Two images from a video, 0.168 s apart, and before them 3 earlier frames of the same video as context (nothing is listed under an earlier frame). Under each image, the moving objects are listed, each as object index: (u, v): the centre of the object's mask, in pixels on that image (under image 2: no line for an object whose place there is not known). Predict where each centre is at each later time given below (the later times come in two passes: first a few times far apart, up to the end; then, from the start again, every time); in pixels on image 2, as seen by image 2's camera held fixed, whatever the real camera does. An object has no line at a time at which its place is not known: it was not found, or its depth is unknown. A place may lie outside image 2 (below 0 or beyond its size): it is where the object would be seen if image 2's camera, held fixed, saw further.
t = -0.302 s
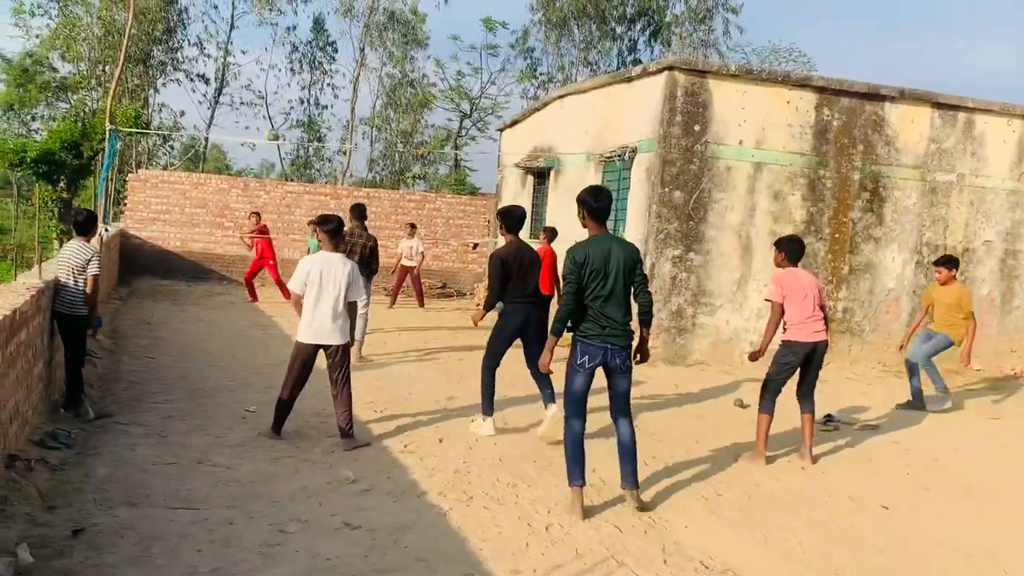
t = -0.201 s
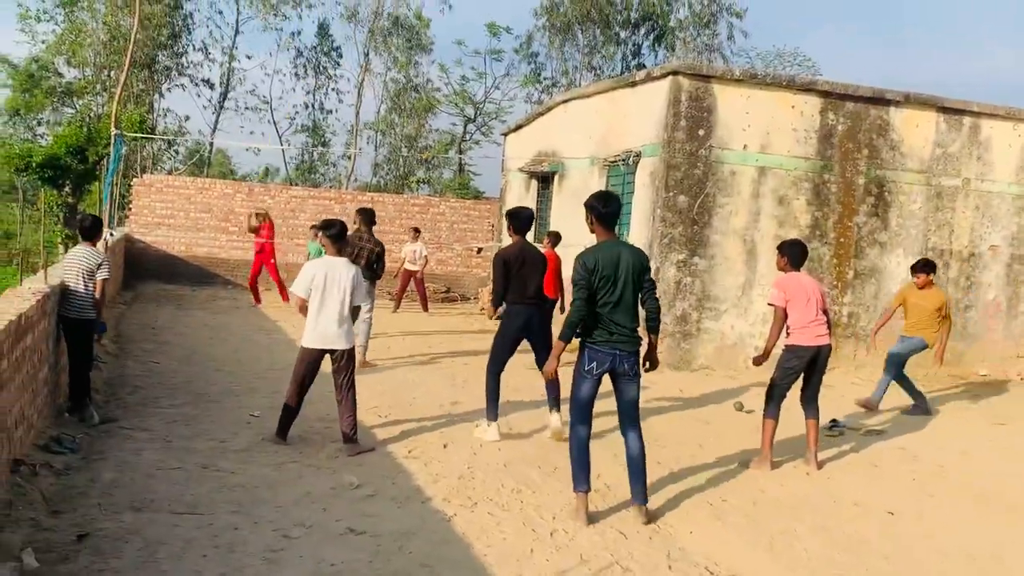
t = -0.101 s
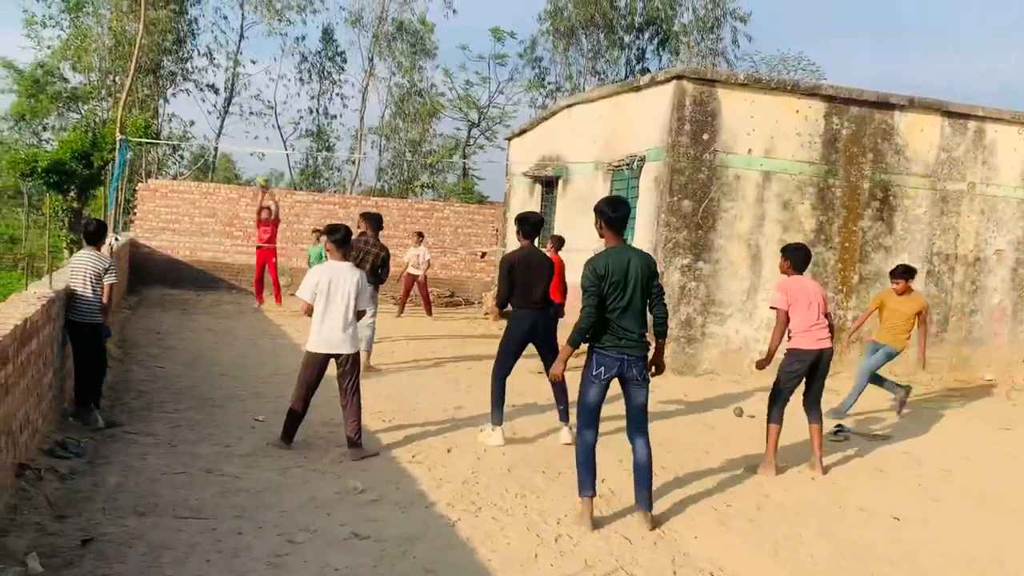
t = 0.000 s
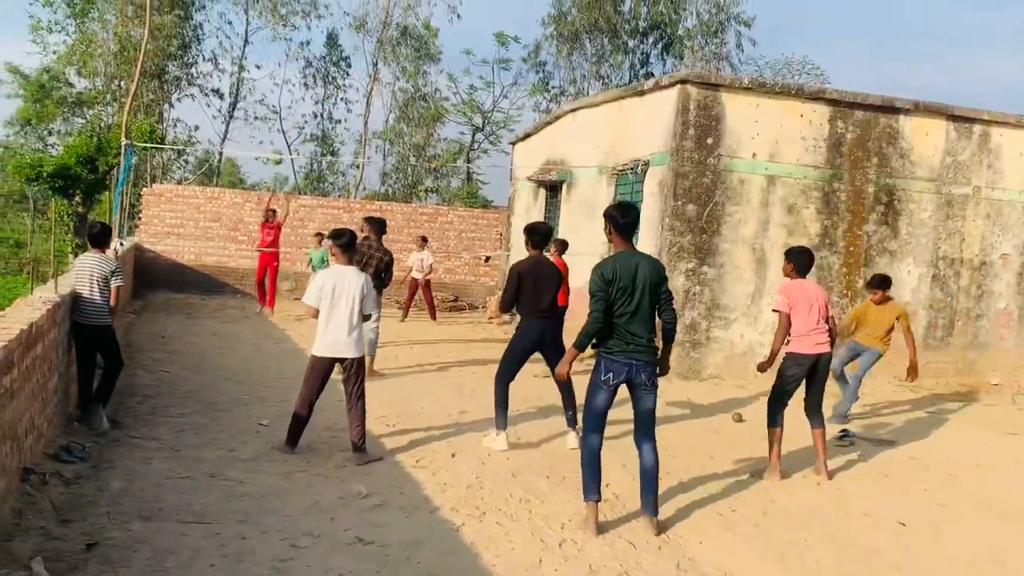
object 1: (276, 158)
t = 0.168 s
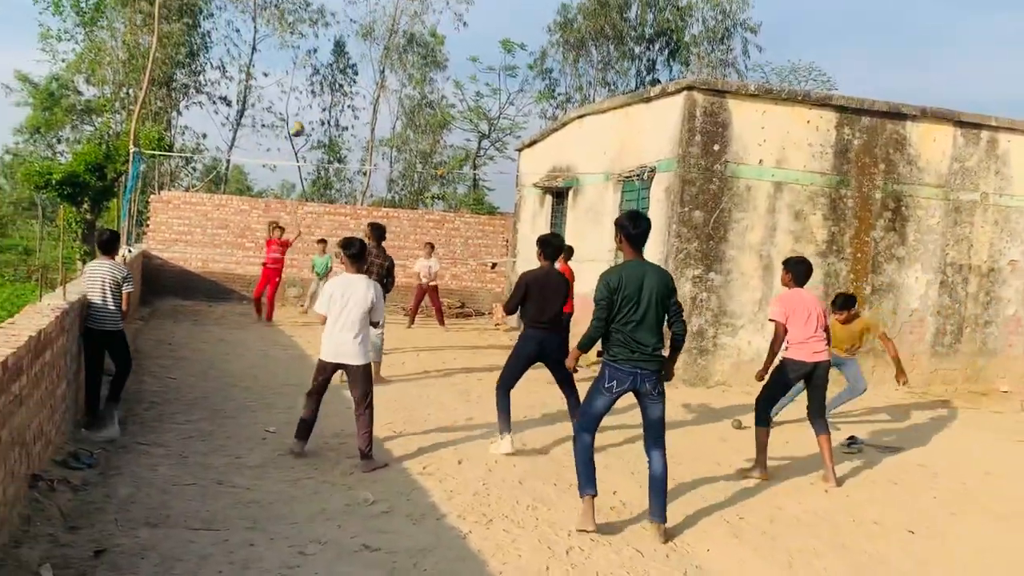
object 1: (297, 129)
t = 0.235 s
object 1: (303, 119)
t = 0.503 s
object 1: (330, 117)
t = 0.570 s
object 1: (335, 125)
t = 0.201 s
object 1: (300, 124)
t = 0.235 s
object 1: (303, 119)
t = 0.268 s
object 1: (306, 115)
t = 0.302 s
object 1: (309, 113)
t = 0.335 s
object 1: (313, 111)
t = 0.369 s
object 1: (317, 111)
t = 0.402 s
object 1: (319, 110)
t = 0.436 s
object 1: (324, 112)
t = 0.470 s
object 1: (327, 114)
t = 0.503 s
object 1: (330, 117)
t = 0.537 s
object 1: (333, 120)
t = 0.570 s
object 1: (335, 125)
